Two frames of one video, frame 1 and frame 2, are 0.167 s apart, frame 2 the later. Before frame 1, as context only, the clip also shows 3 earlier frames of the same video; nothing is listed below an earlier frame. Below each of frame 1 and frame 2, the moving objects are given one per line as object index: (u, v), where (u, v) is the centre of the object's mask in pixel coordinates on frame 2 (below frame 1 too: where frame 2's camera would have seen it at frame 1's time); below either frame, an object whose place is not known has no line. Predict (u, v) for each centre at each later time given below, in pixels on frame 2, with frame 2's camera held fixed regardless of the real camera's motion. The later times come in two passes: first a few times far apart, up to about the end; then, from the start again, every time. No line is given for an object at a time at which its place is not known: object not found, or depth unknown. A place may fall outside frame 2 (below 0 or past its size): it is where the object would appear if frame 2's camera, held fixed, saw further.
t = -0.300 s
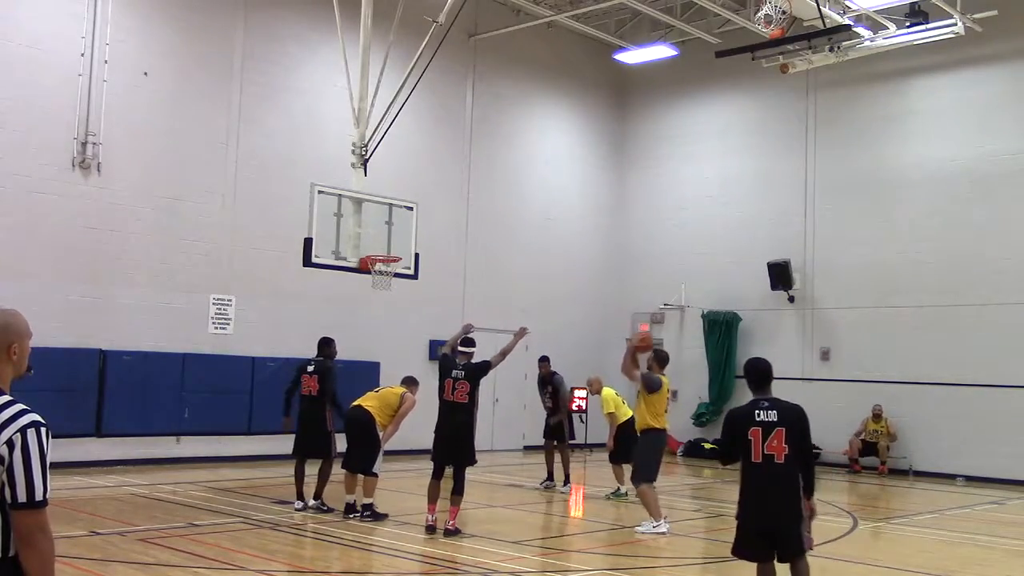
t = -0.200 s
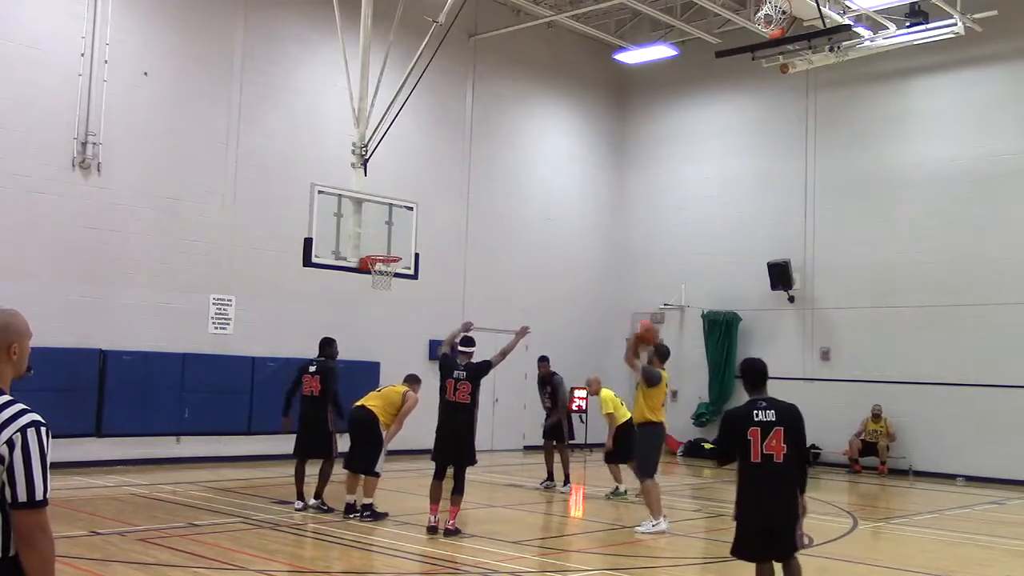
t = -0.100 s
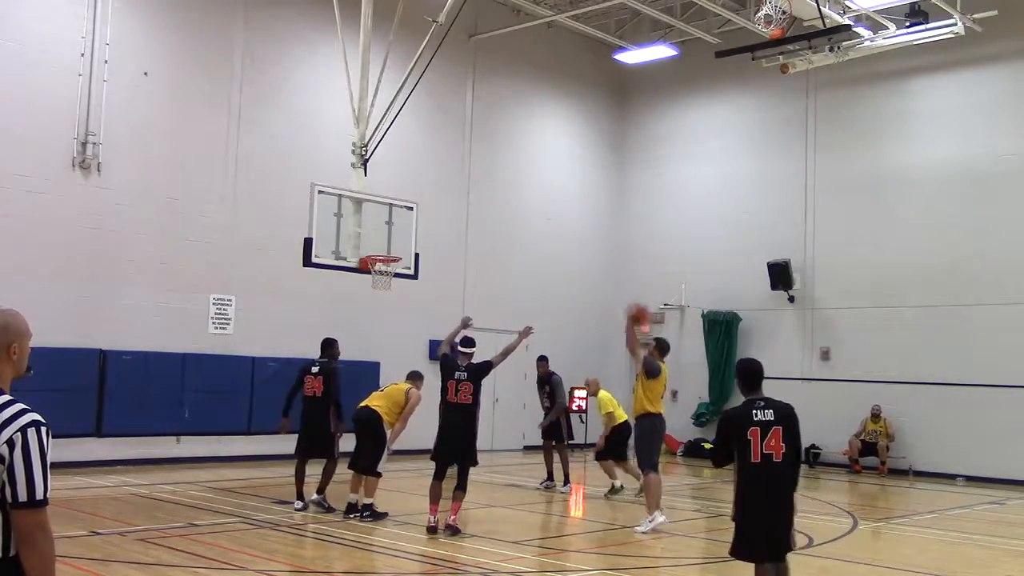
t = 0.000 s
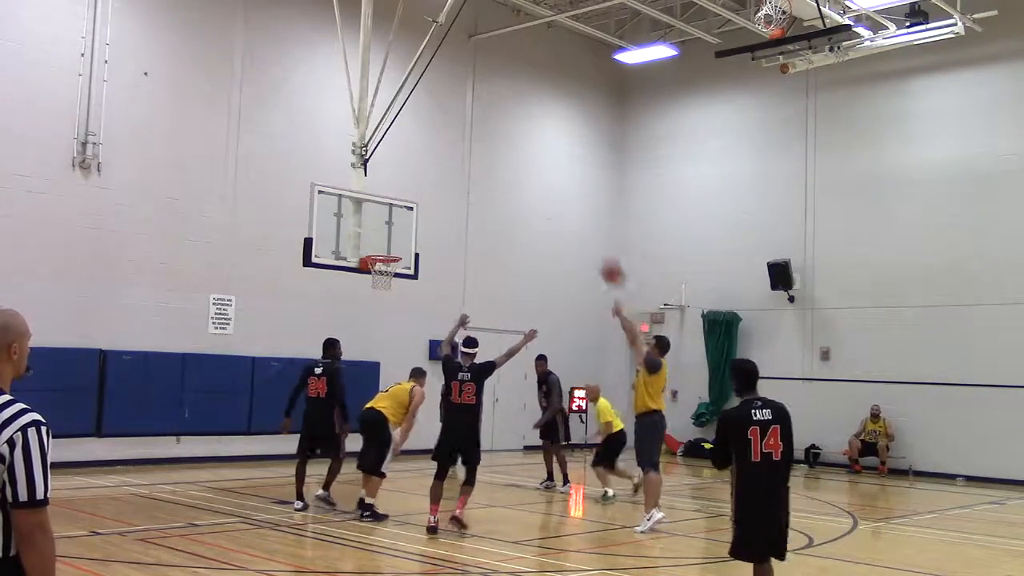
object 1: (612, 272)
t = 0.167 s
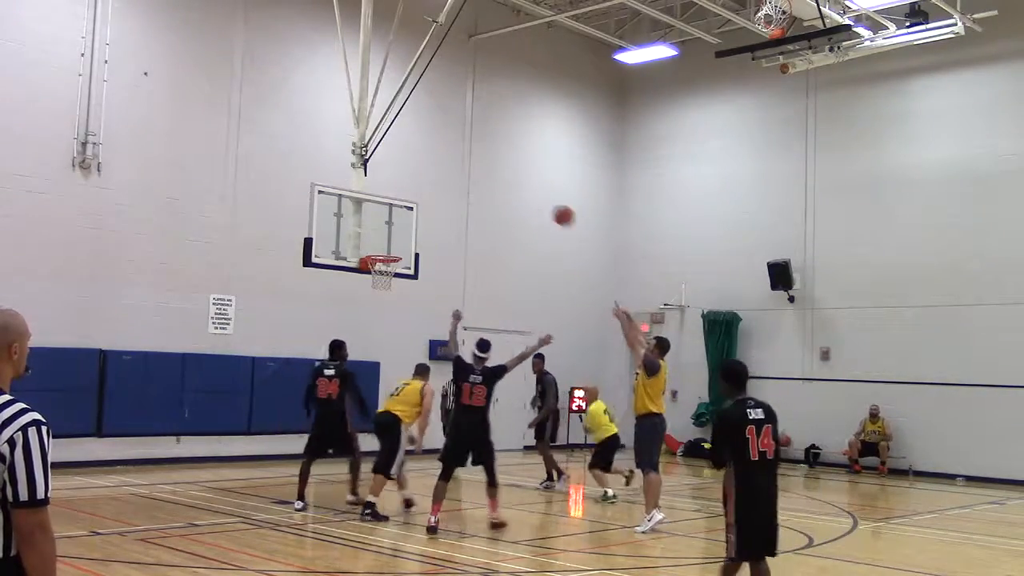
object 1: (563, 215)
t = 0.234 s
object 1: (544, 200)
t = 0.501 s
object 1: (478, 180)
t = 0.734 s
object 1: (425, 207)
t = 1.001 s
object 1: (378, 267)
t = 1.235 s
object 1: (389, 270)
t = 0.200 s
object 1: (553, 207)
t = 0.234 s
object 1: (544, 200)
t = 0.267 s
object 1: (536, 194)
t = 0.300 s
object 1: (527, 189)
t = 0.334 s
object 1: (519, 186)
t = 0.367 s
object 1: (510, 182)
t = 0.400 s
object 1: (502, 181)
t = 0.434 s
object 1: (494, 180)
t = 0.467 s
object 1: (485, 180)
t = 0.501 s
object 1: (478, 180)
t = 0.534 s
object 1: (470, 182)
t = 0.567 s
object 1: (463, 184)
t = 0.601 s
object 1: (455, 187)
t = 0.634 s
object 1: (447, 191)
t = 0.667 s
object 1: (439, 195)
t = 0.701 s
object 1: (432, 201)
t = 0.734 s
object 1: (425, 207)
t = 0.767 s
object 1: (418, 213)
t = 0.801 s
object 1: (410, 221)
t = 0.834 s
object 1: (403, 229)
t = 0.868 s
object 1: (396, 238)
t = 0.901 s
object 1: (390, 249)
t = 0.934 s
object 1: (382, 258)
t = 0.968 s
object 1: (379, 264)
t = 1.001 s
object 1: (378, 267)
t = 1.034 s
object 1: (379, 274)
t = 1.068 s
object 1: (380, 273)
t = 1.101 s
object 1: (382, 271)
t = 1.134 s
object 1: (382, 269)
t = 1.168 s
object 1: (384, 269)
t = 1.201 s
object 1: (387, 269)
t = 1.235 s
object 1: (389, 270)
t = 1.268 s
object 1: (390, 272)
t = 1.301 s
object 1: (392, 276)
